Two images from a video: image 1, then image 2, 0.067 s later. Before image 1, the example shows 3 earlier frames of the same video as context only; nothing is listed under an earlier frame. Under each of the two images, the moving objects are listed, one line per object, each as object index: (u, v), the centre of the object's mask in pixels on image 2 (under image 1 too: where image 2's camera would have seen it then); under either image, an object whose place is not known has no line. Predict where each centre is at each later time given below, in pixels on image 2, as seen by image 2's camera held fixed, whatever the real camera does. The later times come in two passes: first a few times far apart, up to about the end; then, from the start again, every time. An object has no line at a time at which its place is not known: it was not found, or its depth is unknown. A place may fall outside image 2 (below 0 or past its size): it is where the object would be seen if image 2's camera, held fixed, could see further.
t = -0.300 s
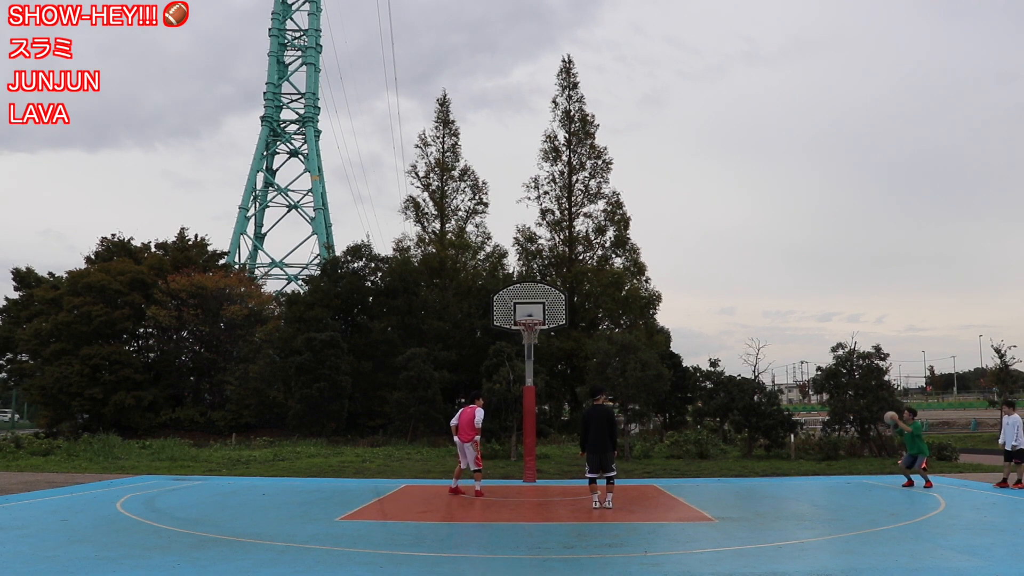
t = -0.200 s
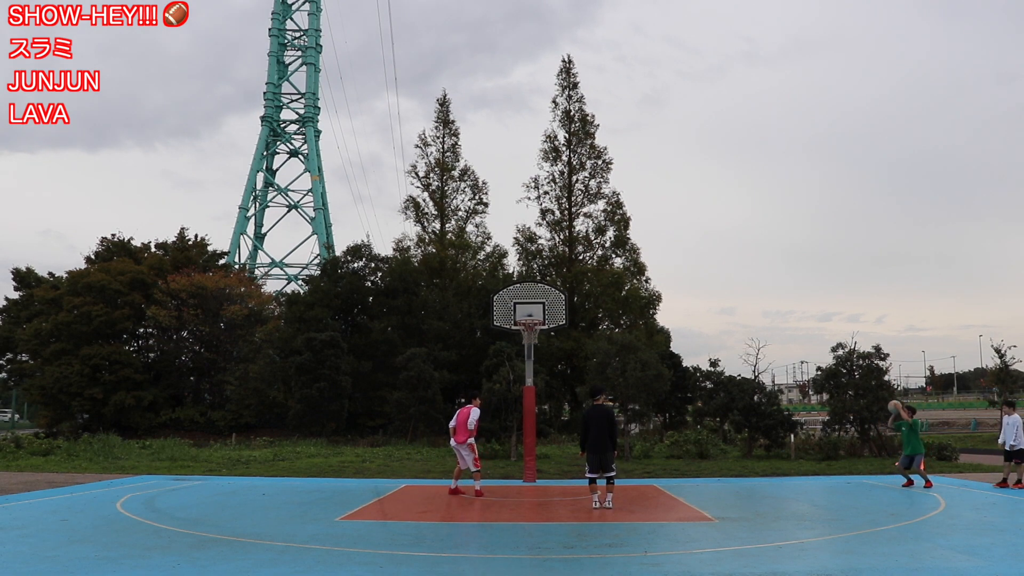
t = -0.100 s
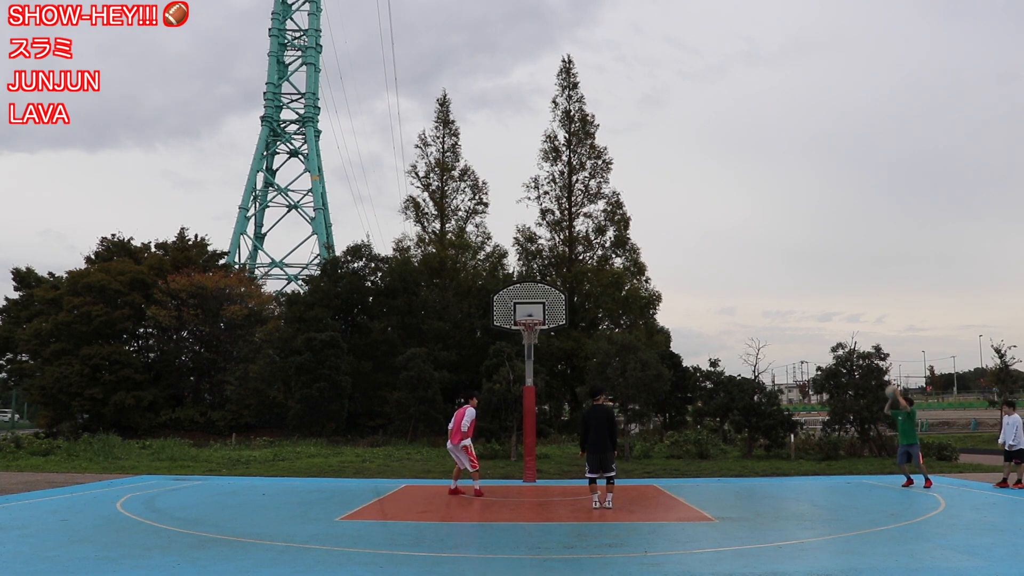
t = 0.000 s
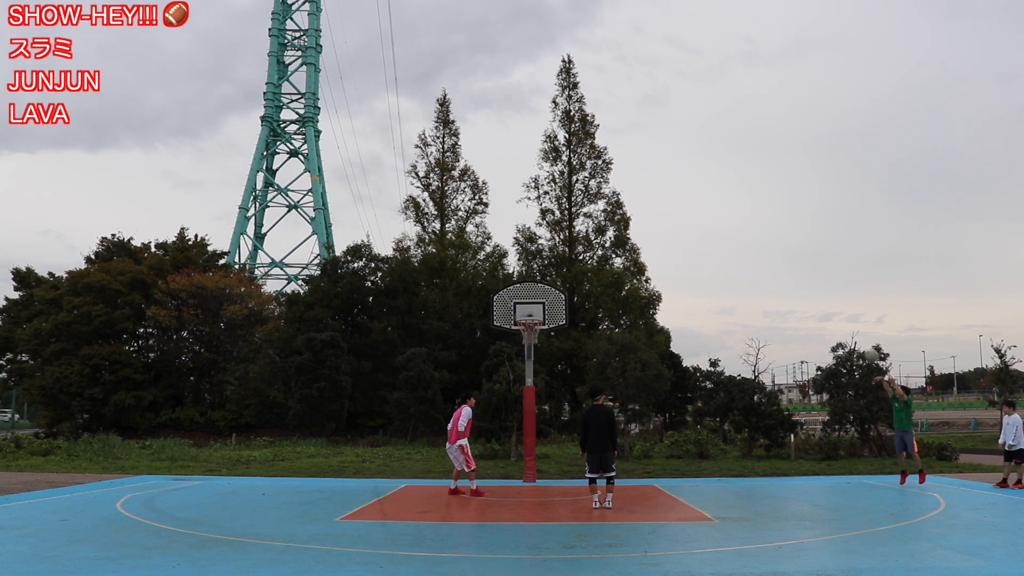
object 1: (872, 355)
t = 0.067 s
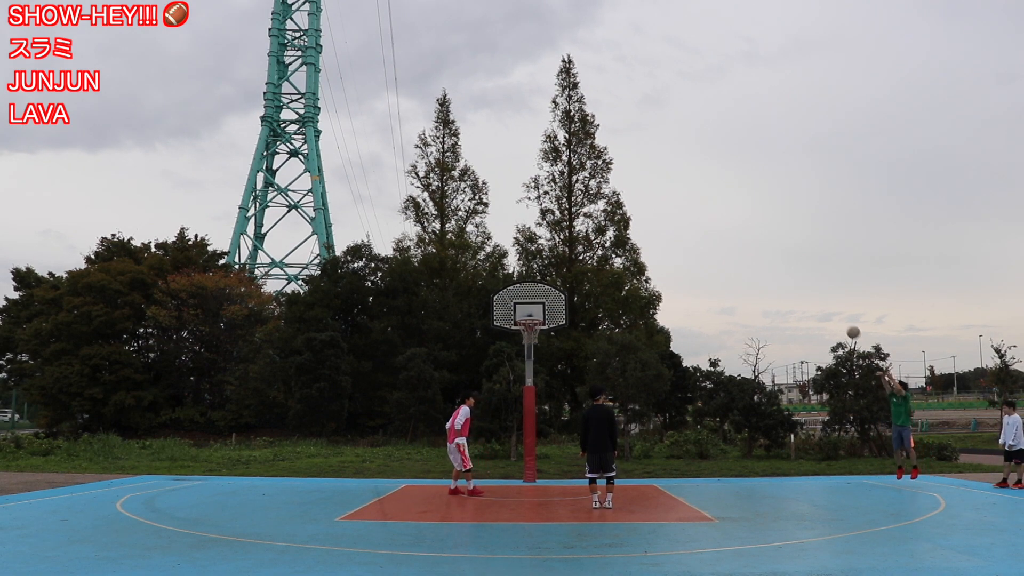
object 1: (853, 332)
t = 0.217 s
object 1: (813, 287)
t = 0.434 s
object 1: (757, 243)
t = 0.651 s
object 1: (703, 223)
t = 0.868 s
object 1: (651, 227)
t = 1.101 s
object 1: (595, 259)
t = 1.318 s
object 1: (543, 313)
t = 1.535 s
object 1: (564, 323)
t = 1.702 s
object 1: (586, 347)
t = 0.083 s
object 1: (848, 326)
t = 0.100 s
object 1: (844, 321)
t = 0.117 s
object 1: (839, 315)
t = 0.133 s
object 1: (835, 310)
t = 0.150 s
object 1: (830, 305)
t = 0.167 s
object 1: (826, 301)
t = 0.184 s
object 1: (822, 296)
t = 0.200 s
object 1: (817, 291)
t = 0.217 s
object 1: (813, 287)
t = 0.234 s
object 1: (808, 283)
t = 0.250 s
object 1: (804, 279)
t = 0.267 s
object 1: (800, 275)
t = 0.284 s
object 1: (795, 271)
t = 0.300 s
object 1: (791, 267)
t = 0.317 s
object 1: (787, 264)
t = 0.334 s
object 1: (782, 260)
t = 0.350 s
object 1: (778, 257)
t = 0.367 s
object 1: (774, 254)
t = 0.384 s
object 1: (770, 251)
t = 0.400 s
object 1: (765, 248)
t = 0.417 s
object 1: (761, 246)
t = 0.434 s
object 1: (757, 243)
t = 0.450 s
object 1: (753, 241)
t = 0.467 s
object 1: (748, 238)
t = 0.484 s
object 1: (744, 236)
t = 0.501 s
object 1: (740, 234)
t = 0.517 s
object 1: (736, 233)
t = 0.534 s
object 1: (732, 231)
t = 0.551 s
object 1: (728, 229)
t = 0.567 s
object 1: (724, 228)
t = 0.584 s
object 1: (719, 227)
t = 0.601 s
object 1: (715, 226)
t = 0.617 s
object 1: (711, 225)
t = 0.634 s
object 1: (707, 224)
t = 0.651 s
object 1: (703, 223)
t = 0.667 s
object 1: (699, 223)
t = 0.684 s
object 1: (695, 222)
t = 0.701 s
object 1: (691, 222)
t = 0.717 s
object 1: (687, 222)
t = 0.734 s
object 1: (683, 222)
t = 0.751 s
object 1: (679, 222)
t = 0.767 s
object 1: (675, 222)
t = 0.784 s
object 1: (671, 223)
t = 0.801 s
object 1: (667, 223)
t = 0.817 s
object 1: (662, 224)
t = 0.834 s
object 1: (659, 225)
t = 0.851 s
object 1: (655, 226)
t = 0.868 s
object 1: (651, 227)
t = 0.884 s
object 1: (647, 228)
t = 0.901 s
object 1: (643, 230)
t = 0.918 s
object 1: (639, 231)
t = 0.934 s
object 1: (635, 233)
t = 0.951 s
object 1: (630, 235)
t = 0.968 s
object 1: (627, 237)
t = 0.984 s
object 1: (622, 240)
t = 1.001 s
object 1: (619, 241)
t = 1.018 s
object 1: (615, 244)
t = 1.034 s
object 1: (611, 246)
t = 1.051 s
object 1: (607, 249)
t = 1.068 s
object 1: (603, 253)
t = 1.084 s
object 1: (599, 255)
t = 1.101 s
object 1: (595, 259)
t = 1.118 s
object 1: (591, 262)
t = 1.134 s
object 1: (587, 266)
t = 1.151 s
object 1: (583, 269)
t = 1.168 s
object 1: (579, 273)
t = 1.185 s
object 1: (575, 277)
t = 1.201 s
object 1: (571, 281)
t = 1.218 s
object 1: (567, 285)
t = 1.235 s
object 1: (564, 289)
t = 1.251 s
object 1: (560, 293)
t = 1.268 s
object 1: (556, 298)
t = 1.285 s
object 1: (551, 303)
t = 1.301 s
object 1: (547, 308)
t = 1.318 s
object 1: (543, 313)
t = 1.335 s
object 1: (541, 317)
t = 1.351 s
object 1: (543, 317)
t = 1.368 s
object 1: (544, 317)
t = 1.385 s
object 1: (546, 317)
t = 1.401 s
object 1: (548, 317)
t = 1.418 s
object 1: (549, 317)
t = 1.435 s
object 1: (551, 317)
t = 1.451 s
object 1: (553, 318)
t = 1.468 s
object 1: (555, 318)
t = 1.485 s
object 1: (557, 319)
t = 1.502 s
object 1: (560, 320)
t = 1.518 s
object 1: (561, 321)
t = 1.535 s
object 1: (564, 323)
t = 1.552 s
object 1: (566, 324)
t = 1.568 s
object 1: (568, 326)
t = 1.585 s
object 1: (570, 328)
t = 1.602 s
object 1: (572, 330)
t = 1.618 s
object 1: (574, 333)
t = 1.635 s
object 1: (576, 335)
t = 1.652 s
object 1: (579, 338)
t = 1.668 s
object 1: (581, 341)
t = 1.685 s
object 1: (583, 344)
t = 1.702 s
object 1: (586, 347)
